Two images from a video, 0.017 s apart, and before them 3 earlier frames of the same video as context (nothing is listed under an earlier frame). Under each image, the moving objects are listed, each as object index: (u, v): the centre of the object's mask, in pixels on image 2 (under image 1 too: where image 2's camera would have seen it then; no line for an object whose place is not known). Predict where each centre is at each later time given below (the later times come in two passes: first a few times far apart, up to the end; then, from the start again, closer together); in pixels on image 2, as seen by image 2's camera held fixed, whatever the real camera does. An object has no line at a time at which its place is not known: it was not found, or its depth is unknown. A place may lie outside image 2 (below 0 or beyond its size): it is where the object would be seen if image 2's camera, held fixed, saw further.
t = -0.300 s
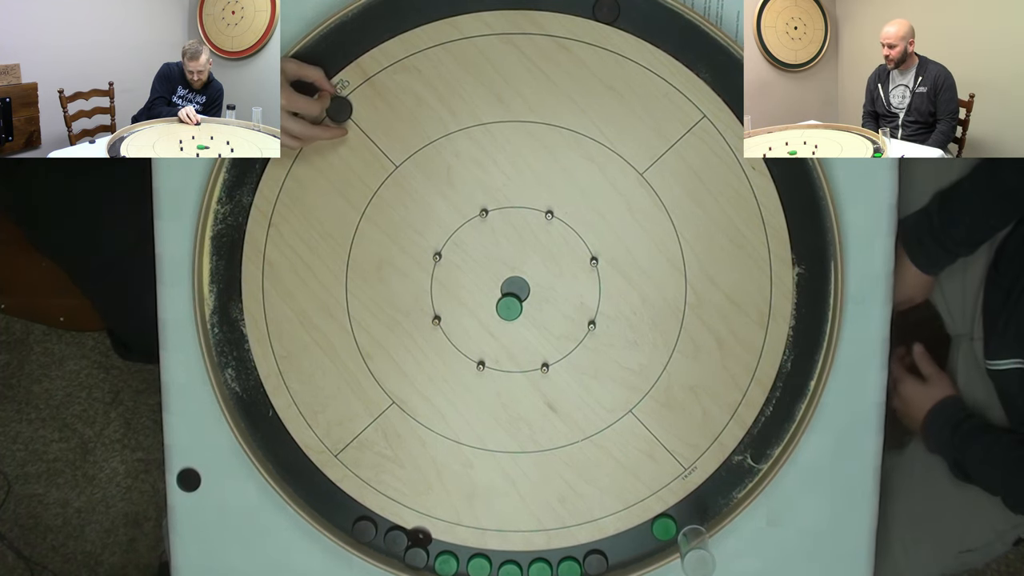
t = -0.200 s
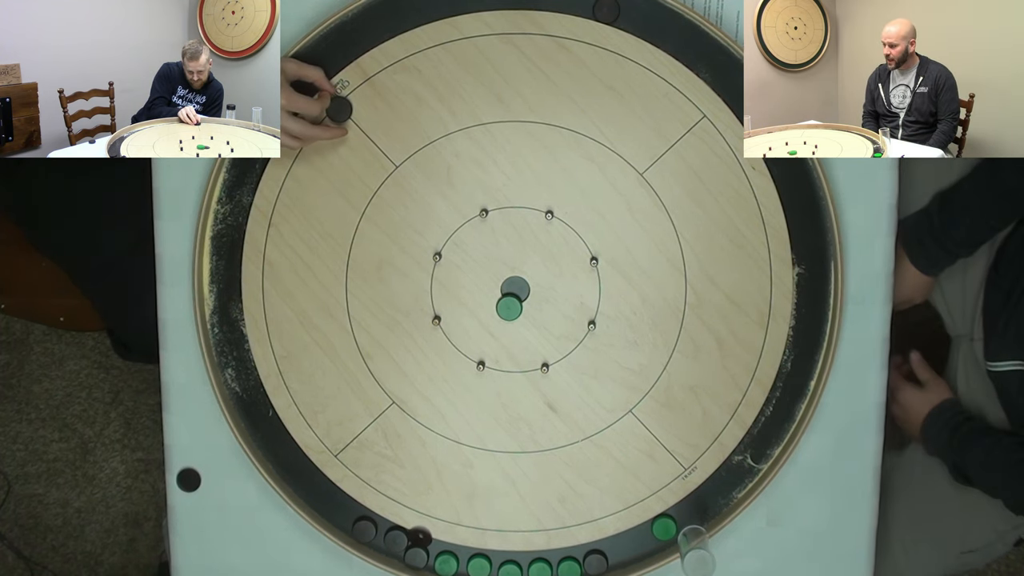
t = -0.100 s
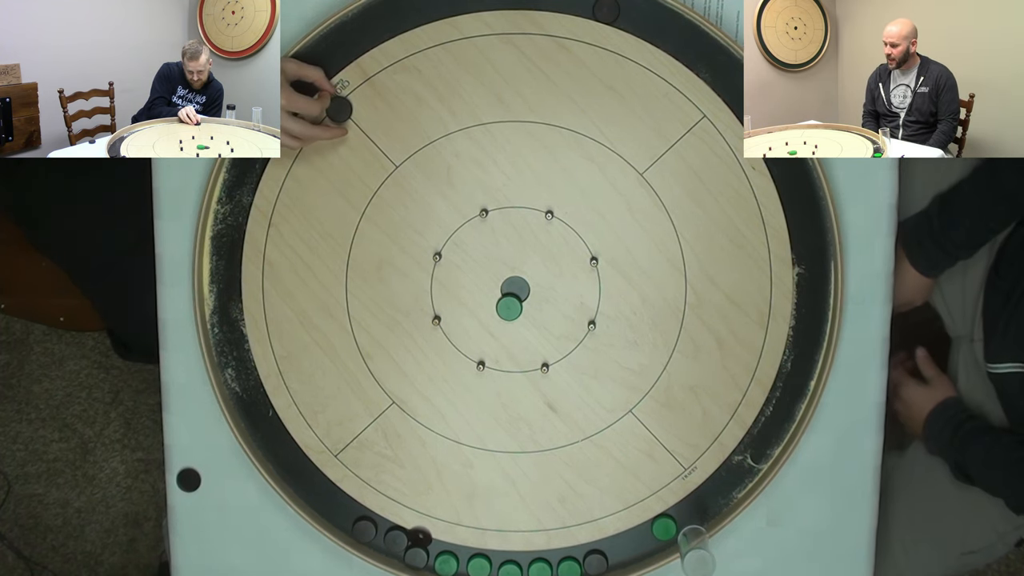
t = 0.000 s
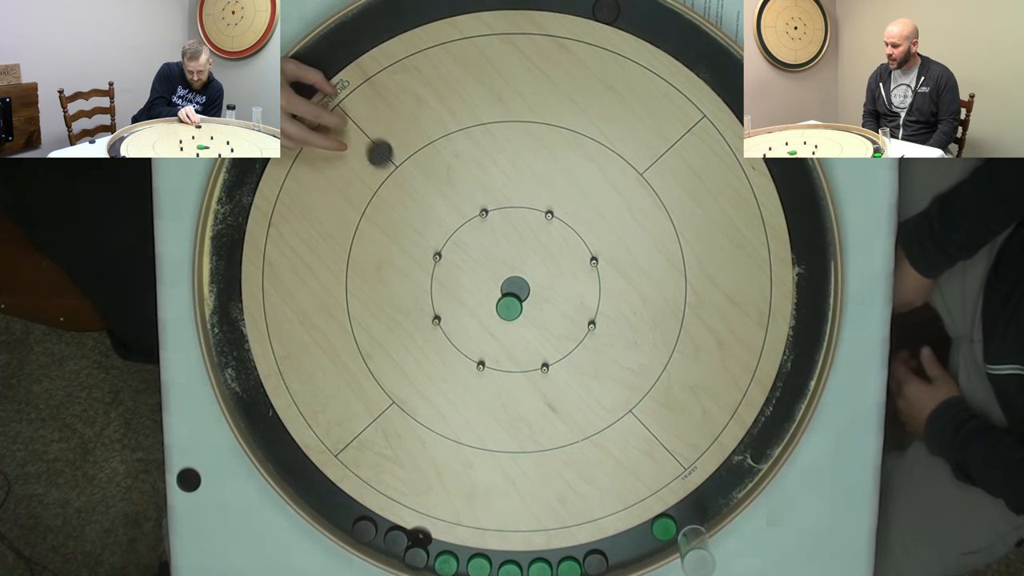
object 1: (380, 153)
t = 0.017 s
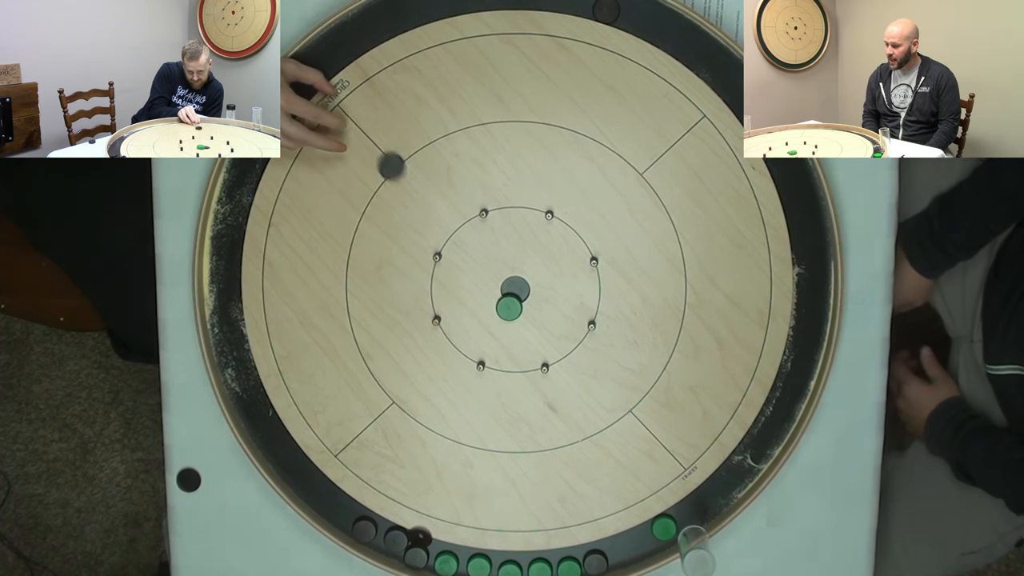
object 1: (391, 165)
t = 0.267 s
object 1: (507, 282)
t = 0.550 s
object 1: (505, 250)
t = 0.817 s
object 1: (501, 228)
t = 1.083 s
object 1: (501, 228)
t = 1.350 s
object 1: (501, 228)
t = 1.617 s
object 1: (501, 228)
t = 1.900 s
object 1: (501, 228)
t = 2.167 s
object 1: (501, 228)
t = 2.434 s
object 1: (501, 228)
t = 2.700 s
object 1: (501, 228)
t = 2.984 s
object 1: (501, 228)
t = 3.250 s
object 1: (501, 228)
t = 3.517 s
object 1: (501, 228)
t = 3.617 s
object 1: (501, 228)
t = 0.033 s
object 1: (403, 178)
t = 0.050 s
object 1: (414, 190)
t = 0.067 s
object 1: (424, 202)
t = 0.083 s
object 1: (435, 213)
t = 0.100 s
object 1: (445, 225)
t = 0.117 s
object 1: (456, 237)
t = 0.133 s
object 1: (465, 247)
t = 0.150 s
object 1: (475, 258)
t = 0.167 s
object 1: (484, 268)
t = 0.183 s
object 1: (492, 277)
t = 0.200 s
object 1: (499, 283)
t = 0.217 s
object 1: (501, 283)
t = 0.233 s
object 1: (504, 282)
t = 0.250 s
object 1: (505, 282)
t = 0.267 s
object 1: (507, 282)
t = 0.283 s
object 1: (508, 282)
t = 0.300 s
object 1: (508, 282)
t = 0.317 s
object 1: (509, 282)
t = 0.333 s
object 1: (509, 282)
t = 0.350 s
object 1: (509, 282)
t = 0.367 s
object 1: (509, 281)
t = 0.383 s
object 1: (509, 281)
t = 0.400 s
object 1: (509, 282)
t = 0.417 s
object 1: (509, 279)
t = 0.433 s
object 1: (508, 275)
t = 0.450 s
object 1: (507, 270)
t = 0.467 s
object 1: (507, 266)
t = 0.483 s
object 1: (507, 263)
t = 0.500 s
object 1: (506, 259)
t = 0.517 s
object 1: (506, 256)
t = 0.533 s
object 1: (505, 253)
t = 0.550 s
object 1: (505, 250)
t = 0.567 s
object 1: (504, 247)
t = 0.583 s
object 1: (504, 244)
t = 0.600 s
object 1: (504, 242)
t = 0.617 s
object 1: (504, 240)
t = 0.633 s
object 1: (503, 238)
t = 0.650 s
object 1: (503, 236)
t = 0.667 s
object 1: (503, 234)
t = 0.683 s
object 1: (502, 233)
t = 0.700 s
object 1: (502, 231)
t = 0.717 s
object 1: (502, 230)
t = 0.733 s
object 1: (502, 229)
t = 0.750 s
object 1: (501, 229)
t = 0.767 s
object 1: (501, 228)
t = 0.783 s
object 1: (501, 228)
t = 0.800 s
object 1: (501, 228)
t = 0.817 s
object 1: (501, 228)
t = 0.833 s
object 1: (501, 228)
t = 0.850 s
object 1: (501, 228)
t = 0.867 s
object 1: (501, 228)
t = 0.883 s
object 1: (501, 228)
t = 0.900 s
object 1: (501, 228)
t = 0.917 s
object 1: (501, 227)
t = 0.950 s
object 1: (501, 227)
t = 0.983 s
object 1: (501, 227)
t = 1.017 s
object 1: (501, 227)
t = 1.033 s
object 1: (501, 227)
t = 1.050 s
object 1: (501, 228)
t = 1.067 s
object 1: (501, 228)
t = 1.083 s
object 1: (501, 228)
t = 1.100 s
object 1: (501, 227)
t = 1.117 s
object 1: (501, 227)
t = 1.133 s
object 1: (501, 227)
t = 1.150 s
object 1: (501, 228)
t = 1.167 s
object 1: (501, 227)
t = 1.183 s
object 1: (501, 228)
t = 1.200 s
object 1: (501, 227)
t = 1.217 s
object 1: (501, 227)
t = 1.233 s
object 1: (501, 228)
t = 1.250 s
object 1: (501, 228)
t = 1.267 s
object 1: (501, 227)
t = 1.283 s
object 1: (501, 227)
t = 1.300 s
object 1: (501, 228)
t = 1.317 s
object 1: (501, 228)
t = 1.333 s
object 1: (501, 228)
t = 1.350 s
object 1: (501, 228)
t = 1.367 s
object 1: (501, 228)
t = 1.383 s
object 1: (501, 228)
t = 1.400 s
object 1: (501, 228)
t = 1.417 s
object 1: (501, 227)
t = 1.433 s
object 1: (501, 228)
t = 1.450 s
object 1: (501, 228)
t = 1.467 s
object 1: (501, 227)
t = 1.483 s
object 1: (501, 228)
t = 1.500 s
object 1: (501, 228)
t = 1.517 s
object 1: (501, 228)
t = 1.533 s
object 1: (501, 228)
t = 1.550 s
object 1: (501, 228)
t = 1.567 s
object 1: (501, 228)
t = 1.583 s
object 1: (501, 228)
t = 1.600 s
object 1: (501, 228)
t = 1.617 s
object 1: (501, 228)
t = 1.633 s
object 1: (501, 228)
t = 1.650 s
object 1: (501, 228)
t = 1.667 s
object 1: (501, 228)
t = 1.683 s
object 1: (501, 228)
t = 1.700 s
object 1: (501, 228)
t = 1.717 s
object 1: (501, 228)
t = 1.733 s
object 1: (501, 228)
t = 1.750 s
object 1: (501, 228)
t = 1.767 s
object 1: (501, 228)
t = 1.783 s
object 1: (501, 228)
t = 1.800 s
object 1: (501, 228)
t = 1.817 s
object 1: (501, 228)
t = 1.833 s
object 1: (501, 228)
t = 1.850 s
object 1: (501, 228)
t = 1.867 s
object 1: (501, 228)
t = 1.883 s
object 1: (501, 228)
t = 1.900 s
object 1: (501, 228)
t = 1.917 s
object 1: (501, 228)
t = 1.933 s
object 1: (501, 228)
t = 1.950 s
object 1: (501, 228)
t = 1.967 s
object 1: (501, 228)
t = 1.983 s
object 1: (501, 228)
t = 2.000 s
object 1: (501, 228)
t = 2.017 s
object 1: (501, 228)
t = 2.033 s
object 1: (501, 228)
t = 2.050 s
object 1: (501, 228)
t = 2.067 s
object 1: (501, 228)
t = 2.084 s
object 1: (501, 228)
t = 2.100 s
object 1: (501, 228)
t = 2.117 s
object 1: (501, 228)
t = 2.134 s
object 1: (501, 228)
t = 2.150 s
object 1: (501, 228)
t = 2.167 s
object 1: (501, 228)
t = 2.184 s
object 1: (501, 228)
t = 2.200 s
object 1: (501, 228)
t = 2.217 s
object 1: (501, 228)
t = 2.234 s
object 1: (501, 228)
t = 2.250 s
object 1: (501, 228)
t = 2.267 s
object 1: (501, 228)
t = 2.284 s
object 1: (501, 228)
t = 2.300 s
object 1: (501, 228)
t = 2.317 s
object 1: (501, 228)
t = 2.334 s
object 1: (501, 228)
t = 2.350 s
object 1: (501, 228)
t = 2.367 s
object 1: (501, 228)
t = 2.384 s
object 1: (501, 228)
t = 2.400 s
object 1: (501, 228)
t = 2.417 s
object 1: (501, 228)
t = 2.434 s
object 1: (501, 228)
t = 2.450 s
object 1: (501, 228)
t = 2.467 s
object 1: (501, 228)
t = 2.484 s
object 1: (501, 228)
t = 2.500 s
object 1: (501, 228)
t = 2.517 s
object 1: (501, 228)
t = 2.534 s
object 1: (501, 228)
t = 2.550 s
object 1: (501, 228)
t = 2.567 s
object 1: (501, 228)
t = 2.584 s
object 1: (501, 228)
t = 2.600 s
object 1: (501, 228)
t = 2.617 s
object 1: (501, 228)
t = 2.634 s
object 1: (501, 228)
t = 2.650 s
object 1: (501, 228)
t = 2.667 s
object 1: (501, 228)
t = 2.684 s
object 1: (501, 228)
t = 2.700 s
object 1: (501, 228)
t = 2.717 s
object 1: (501, 228)
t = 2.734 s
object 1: (501, 228)
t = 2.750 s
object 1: (501, 228)
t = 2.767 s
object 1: (501, 228)
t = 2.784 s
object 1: (501, 228)
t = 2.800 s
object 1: (501, 228)
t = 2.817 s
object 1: (501, 228)
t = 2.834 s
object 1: (501, 228)
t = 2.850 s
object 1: (501, 228)
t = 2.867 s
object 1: (501, 228)
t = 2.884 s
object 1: (501, 228)
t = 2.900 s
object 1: (501, 228)
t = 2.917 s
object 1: (501, 228)
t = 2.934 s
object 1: (501, 228)
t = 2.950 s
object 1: (501, 228)
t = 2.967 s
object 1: (501, 228)
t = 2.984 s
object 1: (501, 228)
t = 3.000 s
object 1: (501, 228)
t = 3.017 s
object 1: (501, 228)
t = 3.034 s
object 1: (501, 228)
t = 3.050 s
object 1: (501, 228)
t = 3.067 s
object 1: (501, 228)
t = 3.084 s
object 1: (501, 228)
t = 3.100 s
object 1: (501, 228)
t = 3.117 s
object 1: (501, 228)
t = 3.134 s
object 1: (501, 228)
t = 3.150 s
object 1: (501, 228)
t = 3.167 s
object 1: (501, 228)
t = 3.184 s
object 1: (501, 228)
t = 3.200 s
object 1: (501, 228)
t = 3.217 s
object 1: (501, 228)
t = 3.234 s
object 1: (501, 228)
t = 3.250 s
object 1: (501, 228)
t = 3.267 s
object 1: (501, 228)
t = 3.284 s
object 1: (501, 228)
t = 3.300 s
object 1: (501, 228)
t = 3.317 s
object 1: (501, 228)
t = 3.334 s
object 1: (501, 228)
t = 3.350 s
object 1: (501, 228)
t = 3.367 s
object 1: (501, 228)
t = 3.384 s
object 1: (501, 228)
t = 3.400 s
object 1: (501, 228)
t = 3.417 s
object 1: (501, 228)
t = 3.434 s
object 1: (501, 228)
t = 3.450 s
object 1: (501, 228)
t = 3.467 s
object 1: (501, 228)
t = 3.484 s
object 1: (501, 228)
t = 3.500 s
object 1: (501, 228)
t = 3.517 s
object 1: (501, 228)
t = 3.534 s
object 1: (501, 228)
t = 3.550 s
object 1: (501, 228)
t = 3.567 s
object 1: (501, 228)
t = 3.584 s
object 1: (501, 228)
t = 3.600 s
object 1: (501, 228)
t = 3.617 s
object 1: (501, 228)
